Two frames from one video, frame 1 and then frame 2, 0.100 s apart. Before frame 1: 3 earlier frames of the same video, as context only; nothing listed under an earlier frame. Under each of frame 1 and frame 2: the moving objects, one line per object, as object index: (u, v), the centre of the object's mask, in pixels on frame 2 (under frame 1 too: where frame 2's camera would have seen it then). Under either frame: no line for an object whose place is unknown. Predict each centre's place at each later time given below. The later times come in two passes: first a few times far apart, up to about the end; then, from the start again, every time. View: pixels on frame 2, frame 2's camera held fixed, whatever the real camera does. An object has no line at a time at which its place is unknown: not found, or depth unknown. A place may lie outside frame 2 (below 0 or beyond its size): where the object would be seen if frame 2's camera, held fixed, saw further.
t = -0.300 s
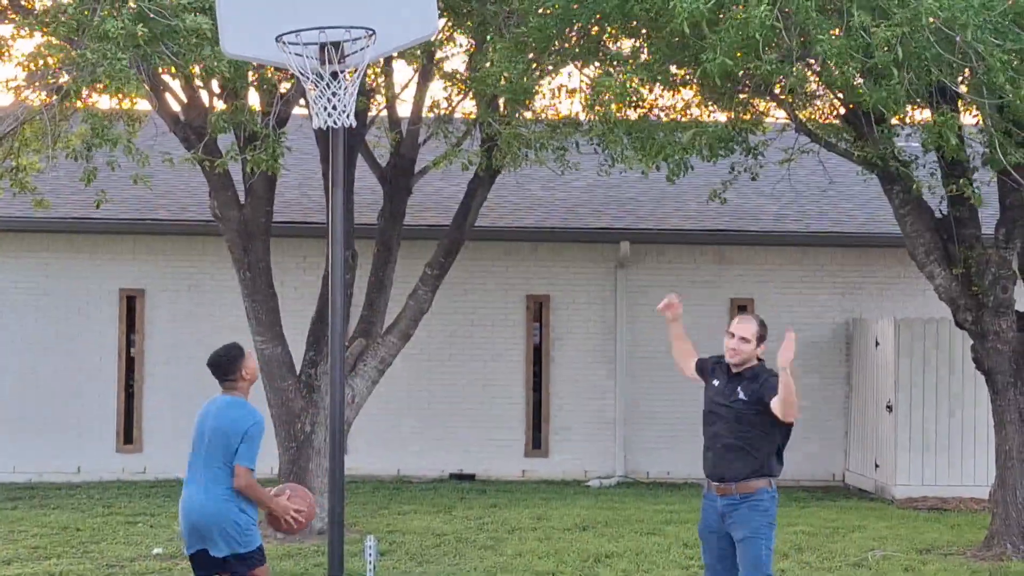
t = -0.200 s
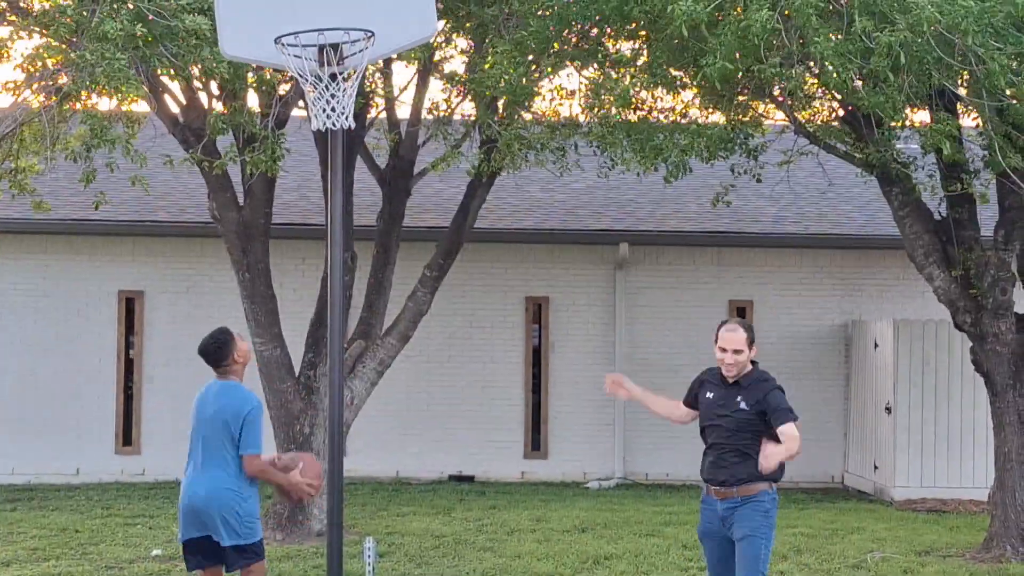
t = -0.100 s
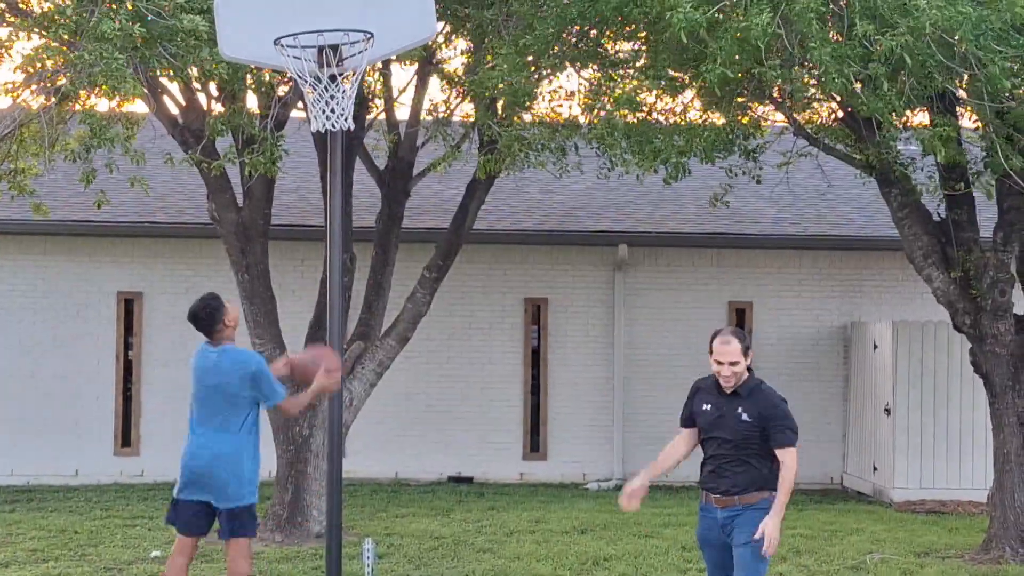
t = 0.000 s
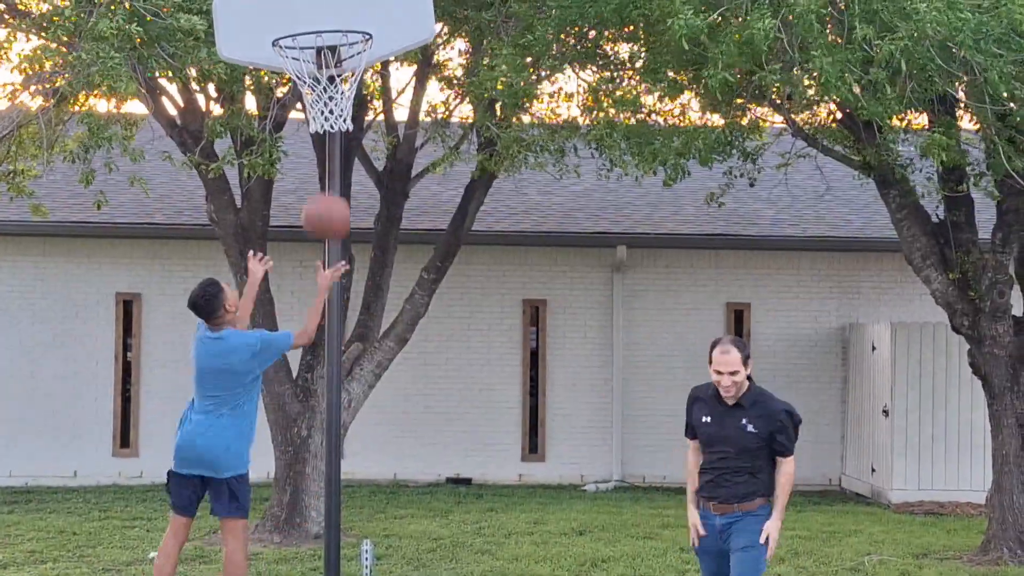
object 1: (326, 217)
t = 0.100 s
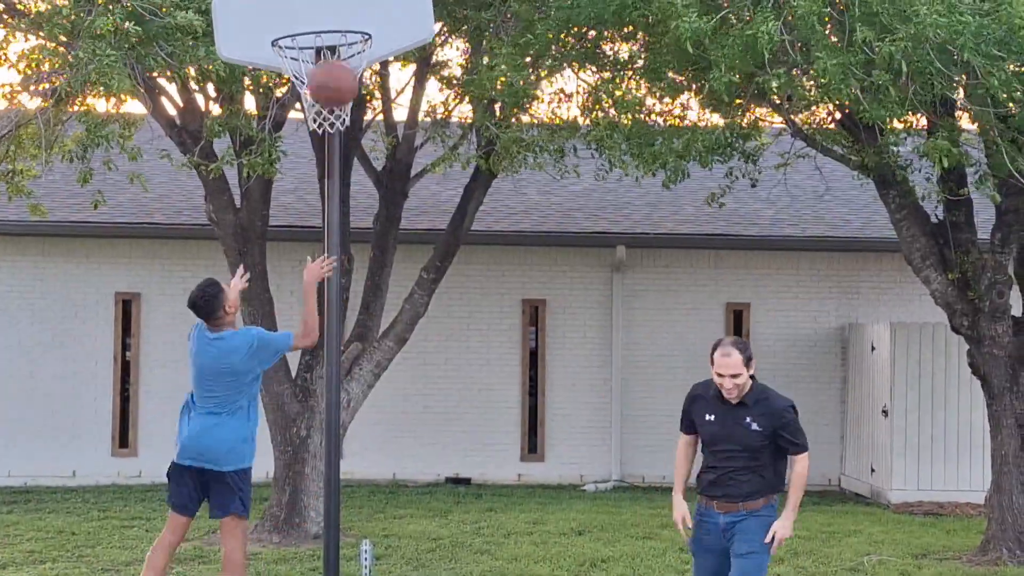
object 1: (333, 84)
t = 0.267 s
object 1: (314, 52)
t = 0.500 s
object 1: (344, 123)
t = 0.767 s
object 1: (380, 359)
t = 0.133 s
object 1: (334, 52)
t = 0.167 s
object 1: (328, 46)
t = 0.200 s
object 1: (322, 42)
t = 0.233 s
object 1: (317, 46)
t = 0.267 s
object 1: (314, 52)
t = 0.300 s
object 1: (317, 53)
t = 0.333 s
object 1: (322, 59)
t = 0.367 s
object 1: (326, 66)
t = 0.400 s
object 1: (331, 77)
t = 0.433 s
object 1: (335, 89)
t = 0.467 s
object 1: (340, 105)
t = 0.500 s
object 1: (344, 123)
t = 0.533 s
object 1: (349, 144)
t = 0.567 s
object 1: (354, 168)
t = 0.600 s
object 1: (360, 193)
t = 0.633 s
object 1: (364, 221)
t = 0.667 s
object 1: (369, 252)
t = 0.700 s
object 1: (372, 286)
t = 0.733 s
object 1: (376, 321)
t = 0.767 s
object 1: (380, 359)
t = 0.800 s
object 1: (385, 399)
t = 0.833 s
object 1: (390, 444)
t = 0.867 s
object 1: (394, 490)
